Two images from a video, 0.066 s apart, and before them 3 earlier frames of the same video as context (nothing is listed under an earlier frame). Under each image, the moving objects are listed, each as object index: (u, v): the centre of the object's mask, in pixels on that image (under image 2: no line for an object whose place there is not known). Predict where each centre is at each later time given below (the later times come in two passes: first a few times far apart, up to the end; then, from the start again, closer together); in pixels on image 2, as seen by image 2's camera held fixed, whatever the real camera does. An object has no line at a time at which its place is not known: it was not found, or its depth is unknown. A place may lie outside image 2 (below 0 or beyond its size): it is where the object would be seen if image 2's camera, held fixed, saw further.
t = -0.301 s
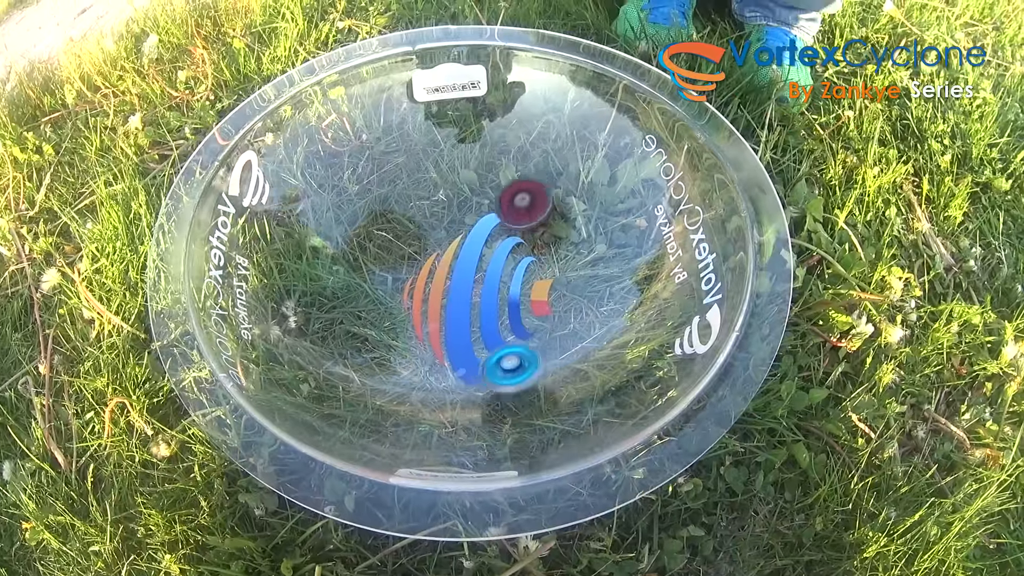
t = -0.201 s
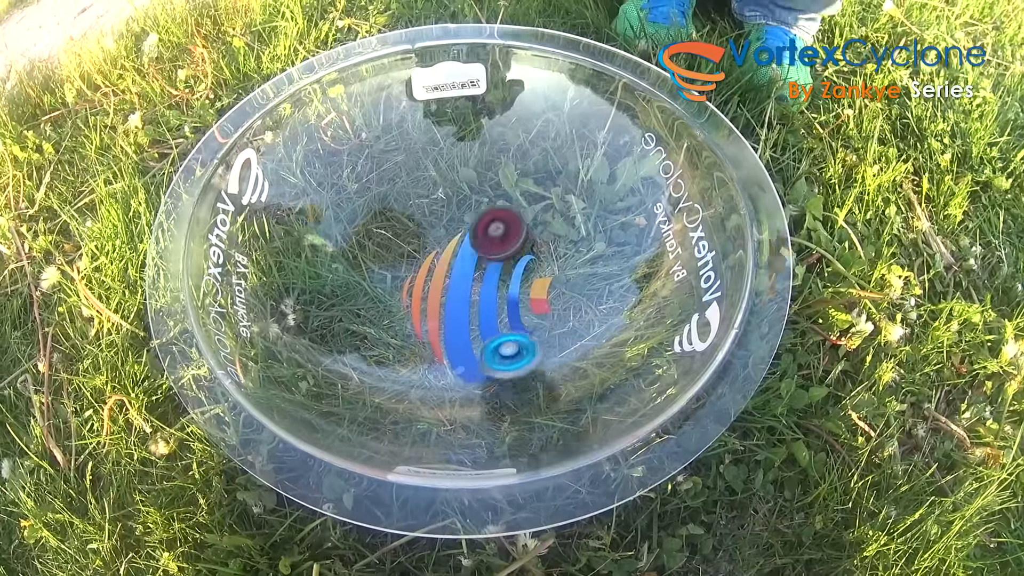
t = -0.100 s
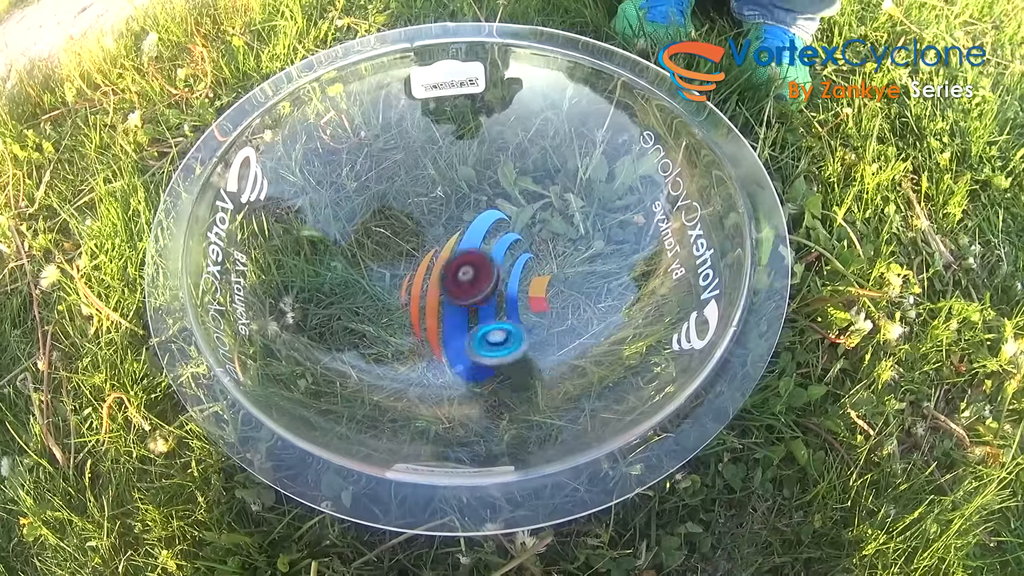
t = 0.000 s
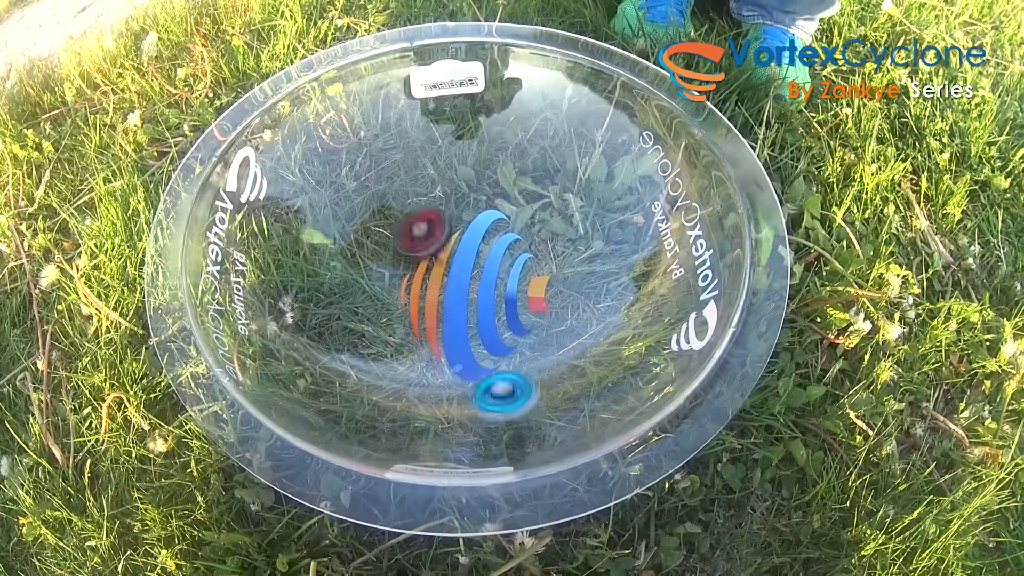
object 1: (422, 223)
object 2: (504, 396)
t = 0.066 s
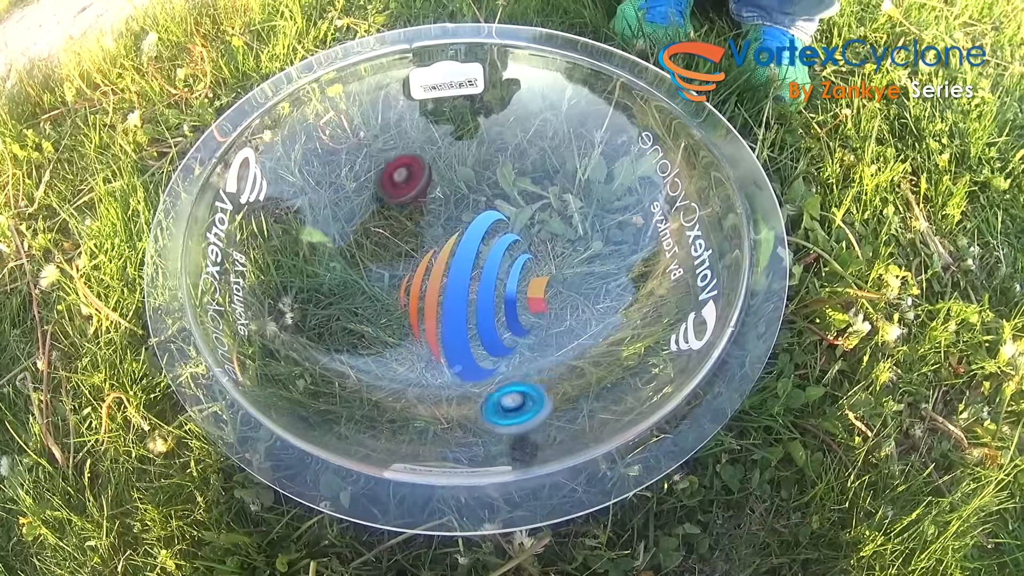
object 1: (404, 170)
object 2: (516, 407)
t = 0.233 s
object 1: (427, 155)
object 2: (534, 369)
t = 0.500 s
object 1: (533, 288)
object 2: (478, 366)
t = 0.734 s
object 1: (512, 317)
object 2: (437, 315)
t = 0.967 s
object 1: (551, 331)
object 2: (370, 235)
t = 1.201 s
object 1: (531, 283)
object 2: (374, 238)
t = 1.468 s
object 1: (480, 210)
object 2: (396, 257)
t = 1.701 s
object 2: (458, 244)
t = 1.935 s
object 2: (519, 245)
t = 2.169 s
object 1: (449, 260)
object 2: (563, 262)
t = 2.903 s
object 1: (418, 322)
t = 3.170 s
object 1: (461, 241)
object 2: (432, 341)
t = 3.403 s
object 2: (389, 306)
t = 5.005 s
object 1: (467, 258)
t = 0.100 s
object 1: (402, 148)
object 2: (524, 404)
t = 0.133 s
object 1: (403, 137)
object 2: (531, 398)
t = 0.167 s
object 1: (407, 134)
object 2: (535, 390)
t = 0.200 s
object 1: (416, 140)
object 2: (536, 380)
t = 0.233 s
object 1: (427, 155)
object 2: (534, 369)
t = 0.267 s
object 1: (440, 177)
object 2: (529, 356)
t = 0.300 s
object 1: (455, 202)
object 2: (523, 345)
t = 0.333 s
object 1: (471, 236)
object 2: (514, 336)
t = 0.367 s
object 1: (487, 270)
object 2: (499, 328)
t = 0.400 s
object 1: (500, 275)
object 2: (491, 339)
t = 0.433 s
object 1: (514, 275)
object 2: (481, 355)
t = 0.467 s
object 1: (523, 281)
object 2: (478, 363)
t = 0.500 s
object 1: (533, 288)
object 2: (478, 366)
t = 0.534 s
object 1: (538, 292)
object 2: (476, 363)
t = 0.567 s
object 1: (543, 301)
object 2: (472, 356)
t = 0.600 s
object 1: (542, 303)
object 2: (465, 348)
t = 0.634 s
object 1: (540, 310)
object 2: (459, 340)
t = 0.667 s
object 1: (533, 314)
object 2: (452, 331)
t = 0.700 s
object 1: (525, 315)
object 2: (444, 323)
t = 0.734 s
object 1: (512, 317)
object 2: (437, 315)
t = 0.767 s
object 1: (498, 319)
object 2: (430, 309)
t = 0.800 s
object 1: (482, 316)
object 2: (423, 302)
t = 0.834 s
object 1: (476, 313)
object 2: (413, 291)
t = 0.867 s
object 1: (497, 320)
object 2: (396, 267)
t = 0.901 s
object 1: (517, 332)
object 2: (383, 250)
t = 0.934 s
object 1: (541, 346)
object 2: (375, 239)
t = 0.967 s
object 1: (551, 331)
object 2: (370, 235)
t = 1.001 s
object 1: (562, 322)
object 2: (365, 231)
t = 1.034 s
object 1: (572, 324)
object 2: (363, 230)
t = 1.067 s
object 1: (582, 334)
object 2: (362, 231)
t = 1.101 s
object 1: (575, 323)
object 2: (361, 232)
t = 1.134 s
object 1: (566, 311)
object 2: (363, 234)
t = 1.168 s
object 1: (548, 294)
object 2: (367, 235)
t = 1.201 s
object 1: (531, 283)
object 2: (374, 238)
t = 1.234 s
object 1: (512, 260)
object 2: (381, 241)
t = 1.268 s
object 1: (493, 245)
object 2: (389, 243)
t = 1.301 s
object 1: (472, 232)
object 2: (397, 245)
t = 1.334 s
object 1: (458, 219)
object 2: (401, 247)
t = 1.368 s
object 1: (464, 212)
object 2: (392, 244)
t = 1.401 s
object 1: (469, 206)
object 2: (385, 248)
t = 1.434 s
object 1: (474, 206)
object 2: (386, 253)
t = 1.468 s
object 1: (480, 210)
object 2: (396, 257)
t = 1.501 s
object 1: (484, 219)
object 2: (407, 258)
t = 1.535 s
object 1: (485, 231)
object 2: (417, 257)
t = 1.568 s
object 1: (485, 246)
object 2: (429, 255)
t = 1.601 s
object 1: (500, 266)
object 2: (433, 249)
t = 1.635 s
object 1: (509, 283)
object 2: (439, 246)
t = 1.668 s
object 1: (518, 298)
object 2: (447, 245)
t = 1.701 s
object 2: (458, 244)
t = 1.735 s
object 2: (467, 242)
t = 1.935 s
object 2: (519, 245)
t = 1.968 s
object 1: (512, 338)
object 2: (527, 245)
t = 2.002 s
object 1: (502, 330)
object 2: (534, 247)
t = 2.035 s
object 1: (490, 317)
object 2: (541, 249)
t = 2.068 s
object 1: (477, 302)
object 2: (547, 251)
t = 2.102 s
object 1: (469, 288)
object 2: (553, 254)
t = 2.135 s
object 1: (458, 273)
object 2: (558, 258)
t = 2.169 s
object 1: (449, 260)
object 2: (563, 262)
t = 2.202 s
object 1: (443, 249)
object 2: (567, 265)
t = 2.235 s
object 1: (435, 240)
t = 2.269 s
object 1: (430, 232)
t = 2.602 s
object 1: (460, 318)
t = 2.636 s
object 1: (467, 332)
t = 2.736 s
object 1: (457, 348)
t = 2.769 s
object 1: (444, 347)
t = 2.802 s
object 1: (433, 346)
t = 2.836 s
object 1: (428, 339)
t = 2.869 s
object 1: (423, 329)
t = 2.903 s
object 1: (418, 322)
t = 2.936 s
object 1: (418, 311)
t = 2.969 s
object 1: (421, 299)
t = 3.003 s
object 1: (424, 286)
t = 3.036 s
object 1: (431, 273)
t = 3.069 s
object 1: (437, 265)
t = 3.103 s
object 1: (445, 253)
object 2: (449, 347)
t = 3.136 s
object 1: (452, 246)
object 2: (443, 343)
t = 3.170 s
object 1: (461, 241)
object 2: (432, 341)
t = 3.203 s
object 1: (467, 235)
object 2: (423, 337)
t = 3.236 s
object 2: (415, 332)
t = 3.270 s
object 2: (409, 328)
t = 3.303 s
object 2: (403, 322)
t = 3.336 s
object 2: (398, 317)
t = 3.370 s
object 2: (393, 312)
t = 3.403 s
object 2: (389, 306)
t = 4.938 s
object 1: (462, 260)
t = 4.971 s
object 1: (464, 260)
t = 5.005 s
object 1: (467, 258)
